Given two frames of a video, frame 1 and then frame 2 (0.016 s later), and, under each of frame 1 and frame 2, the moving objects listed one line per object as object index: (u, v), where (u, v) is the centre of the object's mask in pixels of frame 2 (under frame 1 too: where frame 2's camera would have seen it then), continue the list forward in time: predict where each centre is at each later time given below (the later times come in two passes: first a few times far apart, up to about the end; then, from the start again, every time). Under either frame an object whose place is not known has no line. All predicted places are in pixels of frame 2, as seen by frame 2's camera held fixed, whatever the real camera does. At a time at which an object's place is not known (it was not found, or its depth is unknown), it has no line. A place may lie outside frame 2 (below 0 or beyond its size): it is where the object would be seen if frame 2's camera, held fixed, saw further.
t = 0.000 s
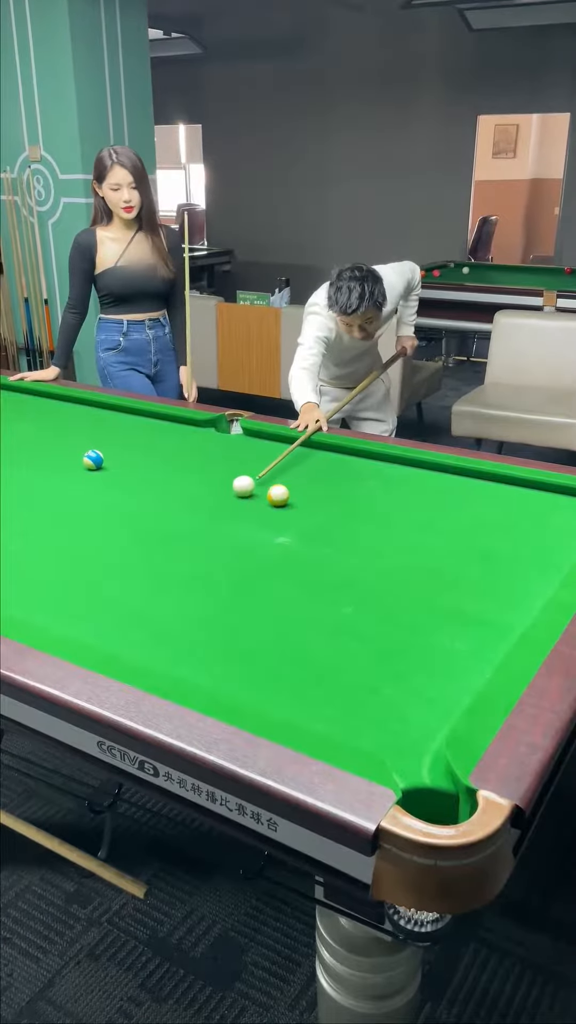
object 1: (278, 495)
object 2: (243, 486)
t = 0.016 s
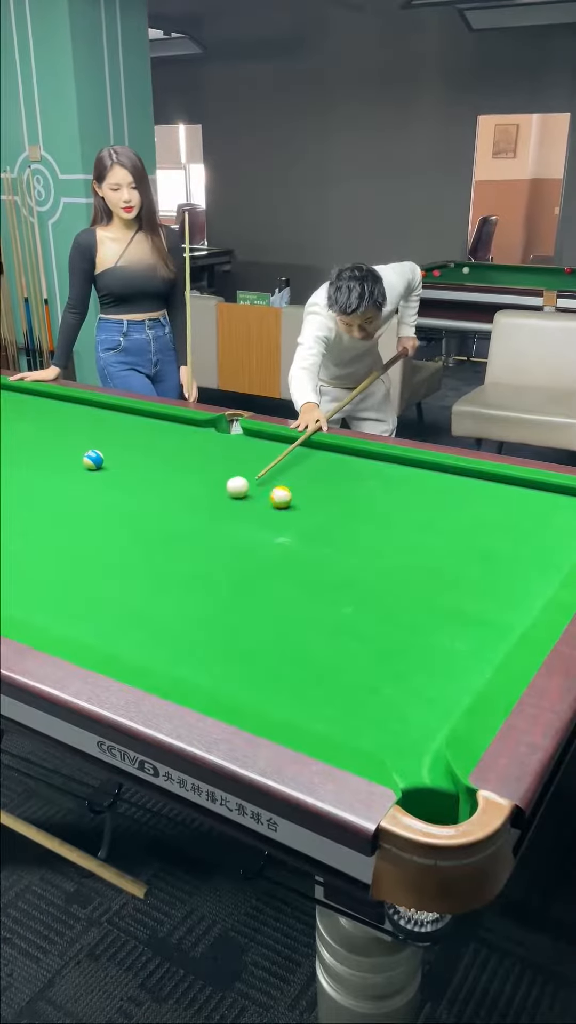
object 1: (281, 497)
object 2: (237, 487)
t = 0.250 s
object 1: (316, 521)
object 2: (168, 497)
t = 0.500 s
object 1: (359, 550)
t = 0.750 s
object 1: (407, 584)
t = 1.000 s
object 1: (463, 622)
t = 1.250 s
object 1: (467, 645)
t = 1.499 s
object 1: (405, 643)
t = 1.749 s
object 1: (348, 641)
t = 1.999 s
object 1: (295, 639)
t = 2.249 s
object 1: (246, 636)
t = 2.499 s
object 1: (200, 634)
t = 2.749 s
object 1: (158, 632)
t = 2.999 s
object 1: (119, 630)
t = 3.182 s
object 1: (94, 628)
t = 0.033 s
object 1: (283, 499)
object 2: (232, 488)
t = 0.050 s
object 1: (286, 500)
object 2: (226, 489)
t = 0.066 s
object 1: (288, 502)
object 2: (221, 490)
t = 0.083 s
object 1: (291, 504)
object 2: (216, 491)
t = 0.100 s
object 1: (293, 505)
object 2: (210, 491)
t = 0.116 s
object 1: (295, 507)
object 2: (205, 492)
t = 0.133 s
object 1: (298, 509)
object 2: (201, 493)
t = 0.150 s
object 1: (301, 510)
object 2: (196, 494)
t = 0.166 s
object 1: (303, 512)
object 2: (191, 494)
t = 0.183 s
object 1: (306, 514)
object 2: (187, 495)
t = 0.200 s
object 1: (308, 516)
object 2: (182, 496)
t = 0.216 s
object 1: (311, 518)
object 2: (178, 496)
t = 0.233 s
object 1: (314, 520)
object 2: (173, 497)
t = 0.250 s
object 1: (316, 521)
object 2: (168, 497)
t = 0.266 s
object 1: (319, 523)
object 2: (164, 498)
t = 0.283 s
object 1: (322, 525)
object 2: (159, 499)
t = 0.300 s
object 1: (325, 527)
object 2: (155, 499)
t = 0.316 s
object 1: (327, 529)
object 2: (150, 500)
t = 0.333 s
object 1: (330, 531)
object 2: (145, 501)
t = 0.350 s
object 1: (333, 533)
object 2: (140, 502)
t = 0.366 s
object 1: (336, 535)
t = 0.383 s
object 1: (339, 536)
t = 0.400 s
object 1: (341, 538)
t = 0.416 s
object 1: (344, 540)
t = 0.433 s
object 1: (347, 543)
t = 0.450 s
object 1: (350, 544)
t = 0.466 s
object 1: (353, 546)
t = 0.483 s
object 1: (356, 549)
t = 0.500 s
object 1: (359, 550)
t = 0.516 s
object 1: (362, 553)
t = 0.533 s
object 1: (365, 555)
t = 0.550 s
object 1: (368, 557)
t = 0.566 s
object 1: (371, 559)
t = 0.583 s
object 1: (375, 561)
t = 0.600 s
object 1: (378, 563)
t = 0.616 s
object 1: (381, 566)
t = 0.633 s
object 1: (384, 568)
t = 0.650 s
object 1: (387, 570)
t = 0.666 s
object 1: (390, 572)
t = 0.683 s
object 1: (394, 575)
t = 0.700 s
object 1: (397, 577)
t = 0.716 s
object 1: (400, 579)
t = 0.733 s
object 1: (404, 582)
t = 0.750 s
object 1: (407, 584)
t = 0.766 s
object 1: (411, 587)
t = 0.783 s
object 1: (414, 589)
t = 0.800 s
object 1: (418, 591)
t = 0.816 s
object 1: (421, 594)
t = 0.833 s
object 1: (425, 596)
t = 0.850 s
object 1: (428, 599)
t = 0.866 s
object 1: (432, 601)
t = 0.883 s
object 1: (436, 604)
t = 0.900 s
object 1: (440, 606)
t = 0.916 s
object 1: (444, 609)
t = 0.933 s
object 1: (447, 612)
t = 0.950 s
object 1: (451, 614)
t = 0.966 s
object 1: (455, 617)
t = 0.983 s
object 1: (459, 619)
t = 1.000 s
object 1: (463, 622)
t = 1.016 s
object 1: (466, 625)
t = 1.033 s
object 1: (470, 628)
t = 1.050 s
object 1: (475, 631)
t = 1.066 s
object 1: (479, 633)
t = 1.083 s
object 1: (483, 636)
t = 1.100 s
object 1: (487, 639)
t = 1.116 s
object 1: (491, 642)
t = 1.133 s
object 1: (494, 644)
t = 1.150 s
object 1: (493, 645)
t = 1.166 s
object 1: (489, 646)
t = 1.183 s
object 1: (484, 645)
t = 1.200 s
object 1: (480, 645)
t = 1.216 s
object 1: (476, 645)
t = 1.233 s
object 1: (471, 645)
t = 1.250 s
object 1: (467, 645)
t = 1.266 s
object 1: (463, 645)
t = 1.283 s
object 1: (459, 645)
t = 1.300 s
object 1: (454, 644)
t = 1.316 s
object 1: (450, 644)
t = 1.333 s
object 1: (446, 644)
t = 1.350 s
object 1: (442, 644)
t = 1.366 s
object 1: (438, 644)
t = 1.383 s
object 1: (433, 644)
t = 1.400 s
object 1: (429, 643)
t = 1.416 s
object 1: (425, 643)
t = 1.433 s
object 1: (421, 643)
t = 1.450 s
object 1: (417, 643)
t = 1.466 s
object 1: (413, 643)
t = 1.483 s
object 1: (409, 643)
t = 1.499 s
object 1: (405, 643)
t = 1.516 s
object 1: (401, 643)
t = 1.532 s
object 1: (397, 643)
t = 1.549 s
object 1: (393, 643)
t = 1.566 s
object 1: (389, 642)
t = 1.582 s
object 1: (385, 642)
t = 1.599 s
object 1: (382, 642)
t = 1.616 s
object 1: (378, 642)
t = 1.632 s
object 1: (374, 642)
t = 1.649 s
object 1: (371, 642)
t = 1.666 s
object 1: (367, 641)
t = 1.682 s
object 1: (362, 641)
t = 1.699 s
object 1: (359, 641)
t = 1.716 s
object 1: (355, 641)
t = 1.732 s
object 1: (351, 641)
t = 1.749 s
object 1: (348, 641)
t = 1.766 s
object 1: (344, 641)
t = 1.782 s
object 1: (340, 640)
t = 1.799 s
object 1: (337, 640)
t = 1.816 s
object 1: (333, 640)
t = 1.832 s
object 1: (330, 640)
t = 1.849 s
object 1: (326, 640)
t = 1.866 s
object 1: (322, 640)
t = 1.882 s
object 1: (319, 639)
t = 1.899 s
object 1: (315, 639)
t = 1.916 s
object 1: (312, 639)
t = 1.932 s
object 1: (308, 639)
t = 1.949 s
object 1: (305, 639)
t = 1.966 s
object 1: (301, 639)
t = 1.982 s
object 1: (298, 639)
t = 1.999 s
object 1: (295, 639)
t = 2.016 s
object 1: (291, 638)
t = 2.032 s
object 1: (288, 638)
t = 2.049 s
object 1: (284, 638)
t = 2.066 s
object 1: (281, 638)
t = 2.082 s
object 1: (278, 638)
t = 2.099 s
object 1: (275, 637)
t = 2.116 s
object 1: (271, 637)
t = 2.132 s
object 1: (268, 637)
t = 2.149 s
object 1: (265, 637)
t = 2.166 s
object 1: (261, 637)
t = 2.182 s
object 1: (258, 637)
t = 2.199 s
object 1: (255, 637)
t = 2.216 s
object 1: (252, 636)
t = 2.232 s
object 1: (249, 636)
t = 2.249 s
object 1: (246, 636)
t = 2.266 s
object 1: (242, 636)
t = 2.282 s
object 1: (239, 636)
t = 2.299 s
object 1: (236, 636)
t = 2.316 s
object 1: (233, 635)
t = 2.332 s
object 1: (230, 635)
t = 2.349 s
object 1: (227, 635)
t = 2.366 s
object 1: (224, 635)
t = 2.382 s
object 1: (221, 635)
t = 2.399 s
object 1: (217, 635)
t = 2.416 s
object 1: (214, 635)
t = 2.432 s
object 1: (211, 634)
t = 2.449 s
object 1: (208, 634)
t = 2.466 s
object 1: (206, 634)
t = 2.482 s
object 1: (203, 634)
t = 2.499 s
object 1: (200, 634)
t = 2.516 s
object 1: (197, 634)
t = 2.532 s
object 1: (194, 634)
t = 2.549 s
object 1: (191, 634)
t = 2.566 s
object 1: (188, 633)
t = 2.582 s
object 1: (186, 633)
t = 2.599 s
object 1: (183, 633)
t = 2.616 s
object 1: (180, 633)
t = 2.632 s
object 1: (177, 633)
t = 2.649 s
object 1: (174, 633)
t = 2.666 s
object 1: (172, 632)
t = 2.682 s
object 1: (169, 632)
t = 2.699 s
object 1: (166, 632)
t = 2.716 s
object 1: (163, 632)
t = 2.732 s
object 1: (160, 632)
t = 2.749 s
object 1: (158, 632)
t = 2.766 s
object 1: (155, 632)
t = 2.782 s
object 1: (153, 632)
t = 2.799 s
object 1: (150, 632)
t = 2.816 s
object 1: (148, 631)
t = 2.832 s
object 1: (145, 631)
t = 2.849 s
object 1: (142, 631)
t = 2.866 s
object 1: (140, 631)
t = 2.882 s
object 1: (137, 631)
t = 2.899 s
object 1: (135, 631)
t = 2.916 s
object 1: (132, 630)
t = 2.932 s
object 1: (129, 630)
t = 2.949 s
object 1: (127, 630)
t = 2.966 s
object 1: (124, 630)
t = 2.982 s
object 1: (122, 630)
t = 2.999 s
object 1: (119, 630)
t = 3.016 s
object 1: (117, 630)
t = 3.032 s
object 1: (115, 630)
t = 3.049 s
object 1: (112, 630)
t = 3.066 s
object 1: (110, 629)
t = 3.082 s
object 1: (107, 629)
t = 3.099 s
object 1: (105, 629)
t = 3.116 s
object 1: (103, 629)
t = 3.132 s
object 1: (101, 629)
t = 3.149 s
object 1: (98, 628)
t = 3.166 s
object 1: (96, 628)
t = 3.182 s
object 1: (94, 628)
